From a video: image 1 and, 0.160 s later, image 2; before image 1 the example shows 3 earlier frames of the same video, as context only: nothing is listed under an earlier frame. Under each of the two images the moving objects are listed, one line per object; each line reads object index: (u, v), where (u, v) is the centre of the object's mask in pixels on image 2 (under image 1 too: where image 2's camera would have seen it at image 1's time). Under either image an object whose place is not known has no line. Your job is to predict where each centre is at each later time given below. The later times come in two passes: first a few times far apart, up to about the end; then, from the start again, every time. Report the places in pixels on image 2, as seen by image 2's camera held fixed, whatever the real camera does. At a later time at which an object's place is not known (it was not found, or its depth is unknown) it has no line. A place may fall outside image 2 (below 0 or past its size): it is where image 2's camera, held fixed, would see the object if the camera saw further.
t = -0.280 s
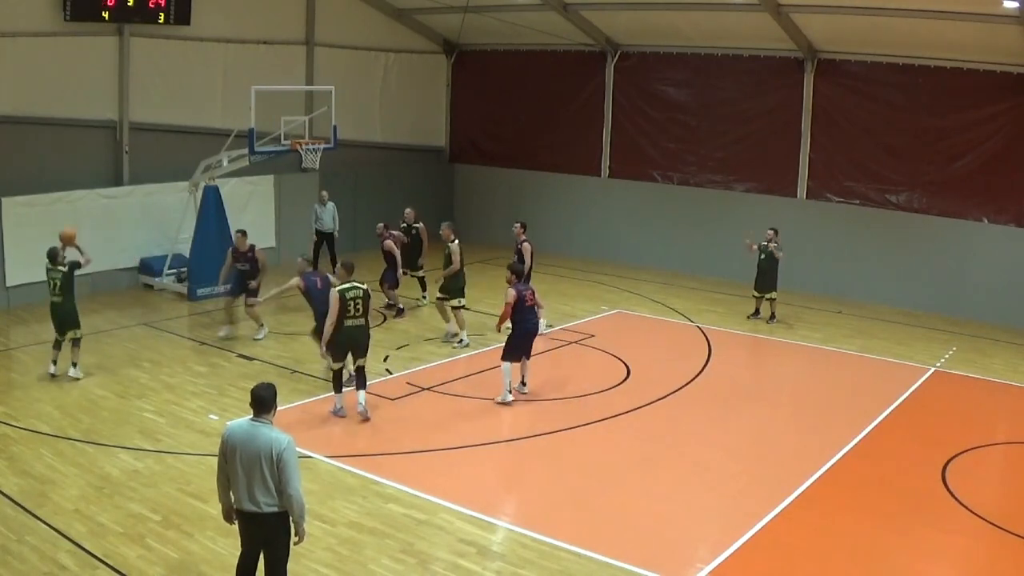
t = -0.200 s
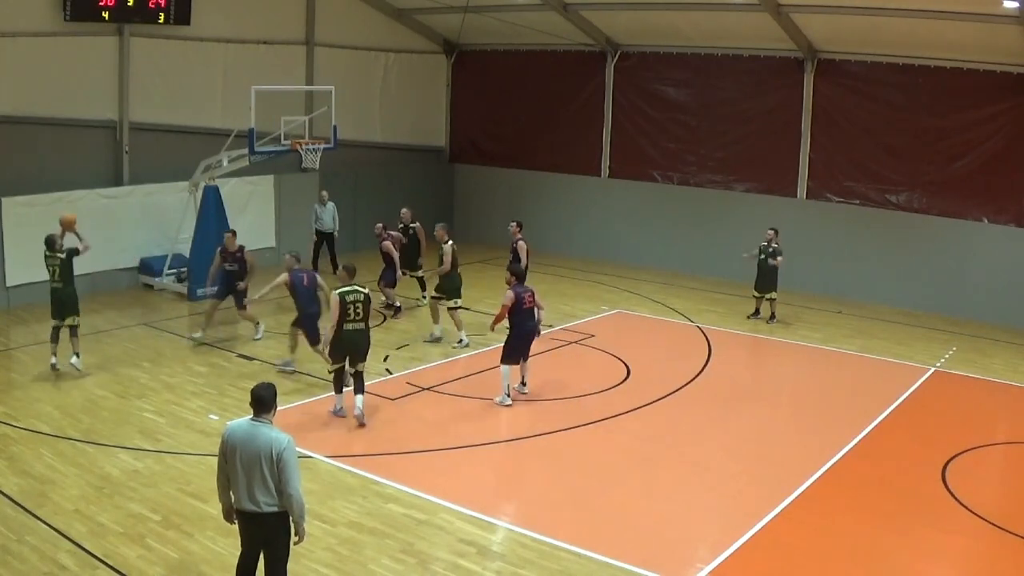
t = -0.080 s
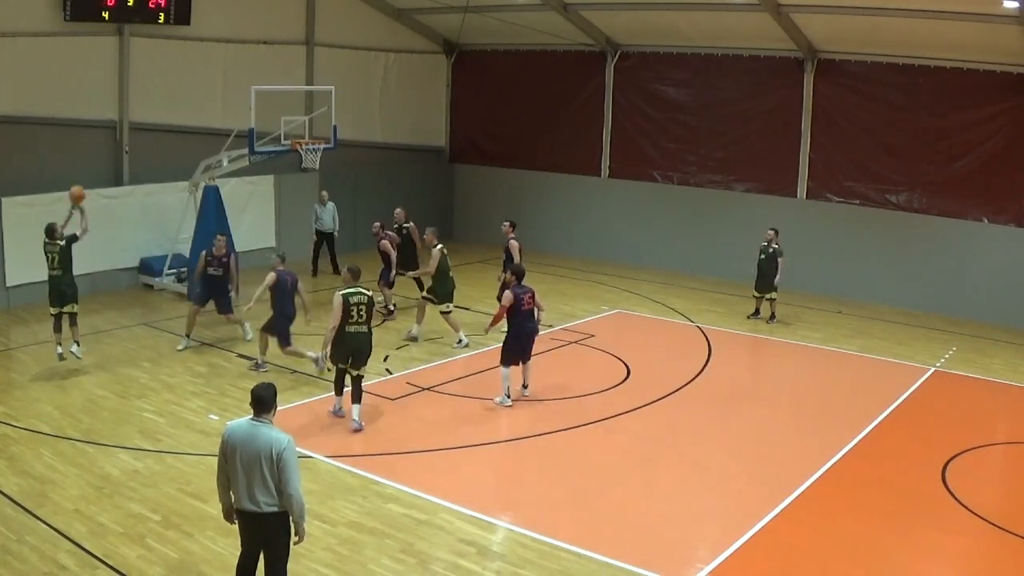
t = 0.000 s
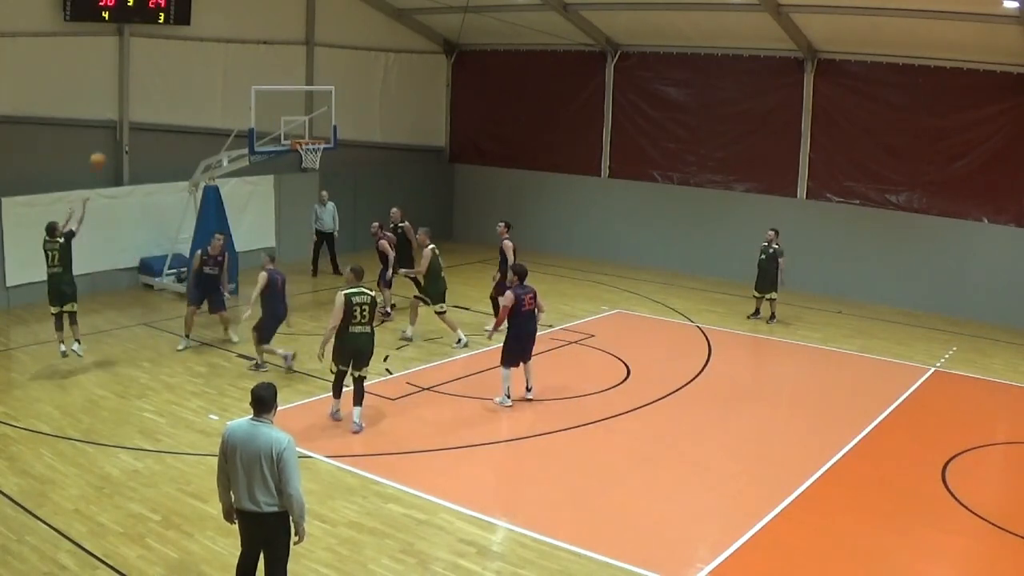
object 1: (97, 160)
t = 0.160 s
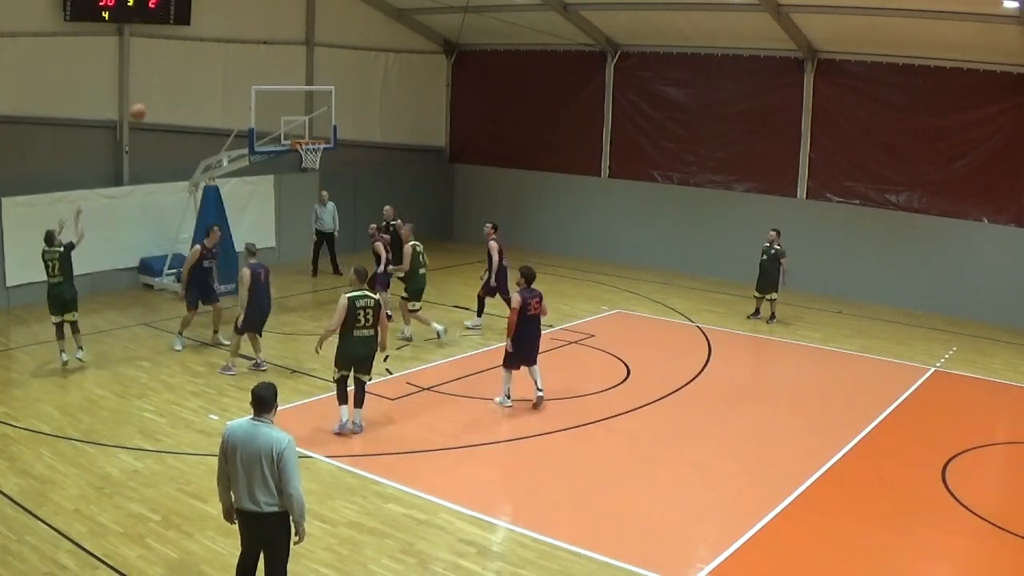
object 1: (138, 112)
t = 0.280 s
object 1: (167, 89)
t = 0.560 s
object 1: (229, 72)
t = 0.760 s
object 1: (268, 91)
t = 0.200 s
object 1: (147, 103)
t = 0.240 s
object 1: (158, 95)
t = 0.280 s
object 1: (167, 89)
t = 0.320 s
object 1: (176, 83)
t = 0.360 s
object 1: (186, 78)
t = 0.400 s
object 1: (195, 75)
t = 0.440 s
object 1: (203, 72)
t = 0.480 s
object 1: (212, 72)
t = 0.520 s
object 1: (221, 72)
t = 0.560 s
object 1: (229, 72)
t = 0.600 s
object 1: (237, 74)
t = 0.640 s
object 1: (245, 77)
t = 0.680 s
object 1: (254, 81)
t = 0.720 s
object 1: (261, 85)
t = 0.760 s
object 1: (268, 91)
